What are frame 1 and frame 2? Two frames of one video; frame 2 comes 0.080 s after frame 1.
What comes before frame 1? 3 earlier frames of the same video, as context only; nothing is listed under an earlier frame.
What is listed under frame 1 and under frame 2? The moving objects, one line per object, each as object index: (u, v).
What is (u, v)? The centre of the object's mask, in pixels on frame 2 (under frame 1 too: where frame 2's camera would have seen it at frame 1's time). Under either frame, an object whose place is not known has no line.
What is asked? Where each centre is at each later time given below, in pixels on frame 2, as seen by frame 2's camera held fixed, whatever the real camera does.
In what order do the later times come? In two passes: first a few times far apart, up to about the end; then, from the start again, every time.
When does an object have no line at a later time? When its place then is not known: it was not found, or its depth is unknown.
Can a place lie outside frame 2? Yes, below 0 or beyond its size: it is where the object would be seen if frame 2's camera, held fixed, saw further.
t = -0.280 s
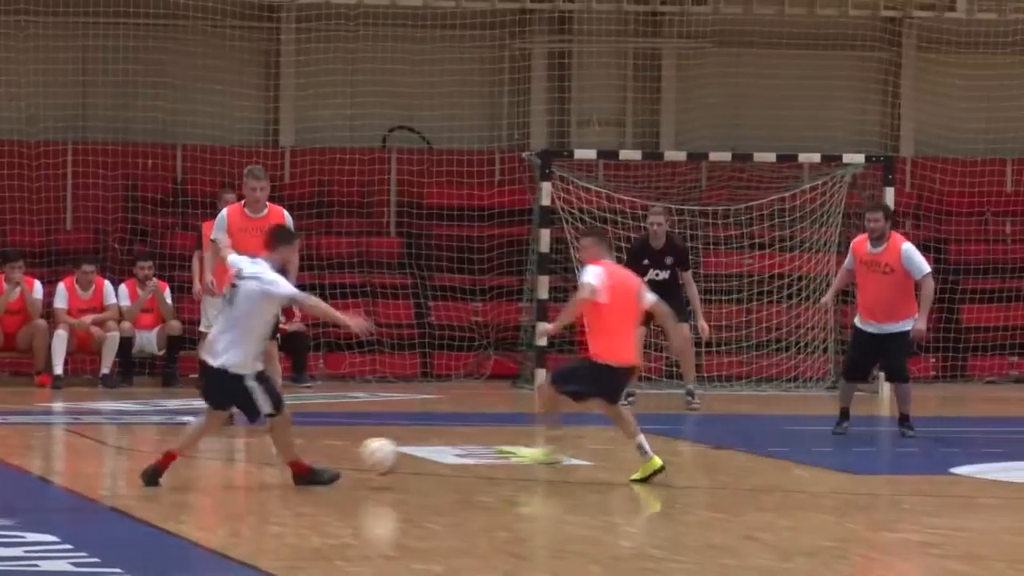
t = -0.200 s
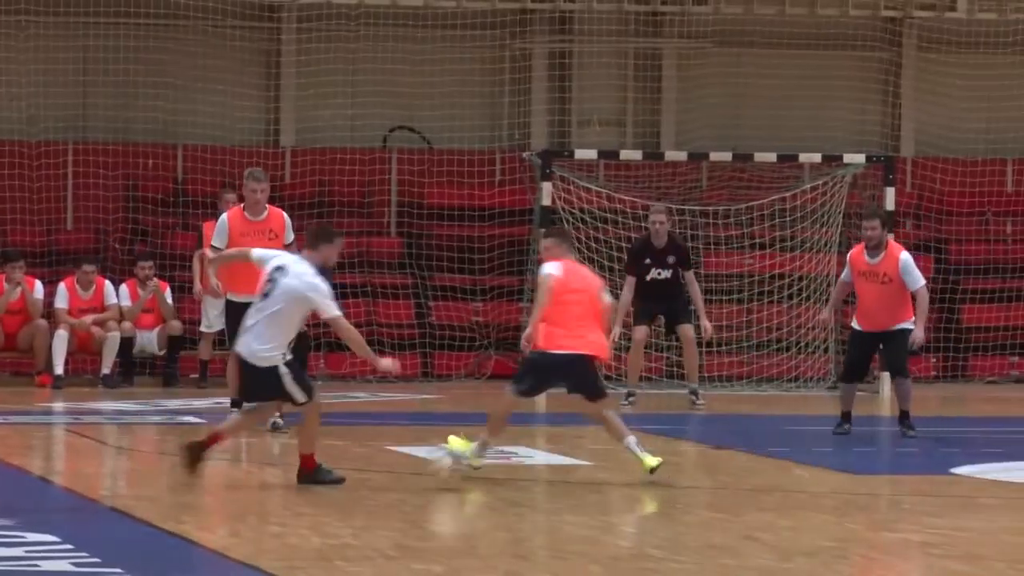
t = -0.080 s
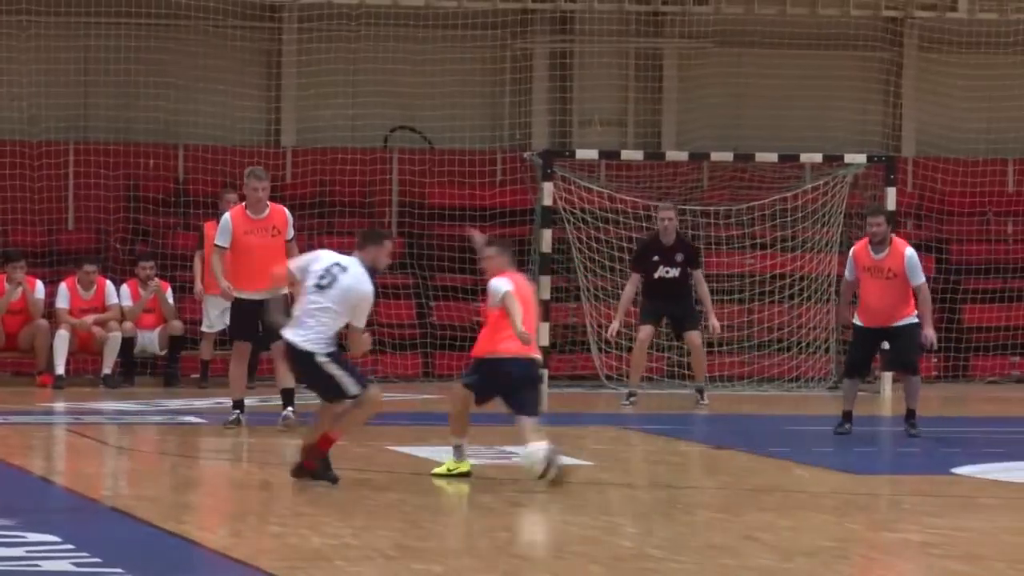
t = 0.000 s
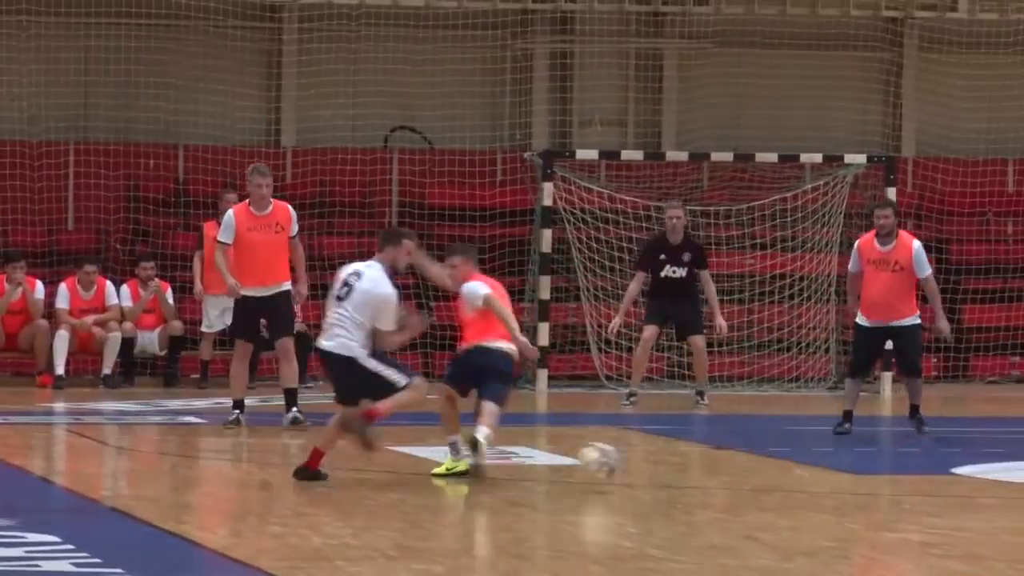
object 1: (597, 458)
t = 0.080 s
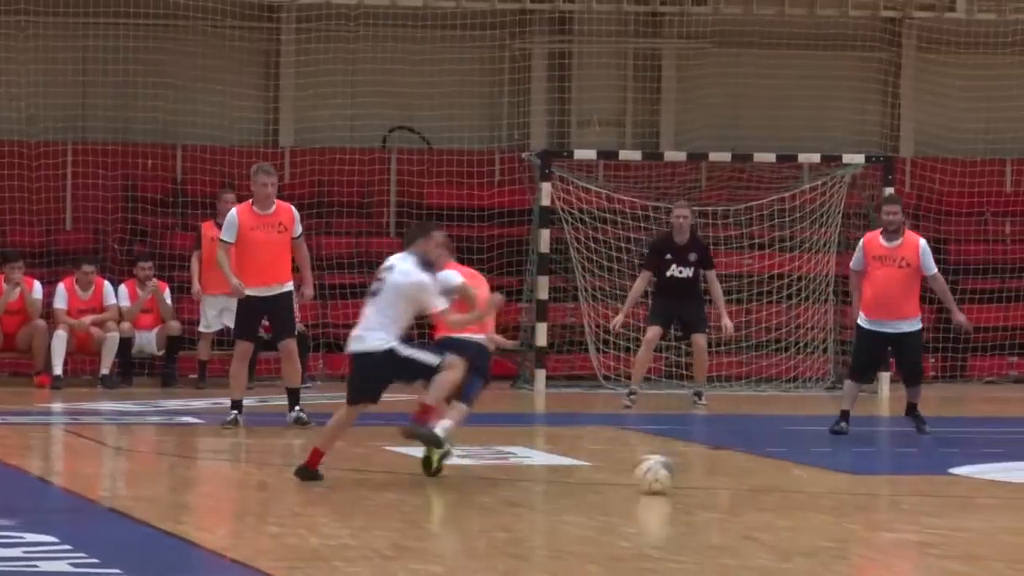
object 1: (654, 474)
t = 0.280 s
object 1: (778, 476)
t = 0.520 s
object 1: (921, 476)
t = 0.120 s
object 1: (677, 467)
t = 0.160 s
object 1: (703, 462)
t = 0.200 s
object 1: (730, 465)
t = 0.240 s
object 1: (755, 471)
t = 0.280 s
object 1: (778, 476)
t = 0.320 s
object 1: (801, 471)
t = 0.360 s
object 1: (827, 472)
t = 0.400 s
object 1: (850, 475)
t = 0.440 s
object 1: (873, 476)
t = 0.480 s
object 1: (896, 473)
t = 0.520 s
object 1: (921, 476)
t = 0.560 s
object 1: (946, 479)
